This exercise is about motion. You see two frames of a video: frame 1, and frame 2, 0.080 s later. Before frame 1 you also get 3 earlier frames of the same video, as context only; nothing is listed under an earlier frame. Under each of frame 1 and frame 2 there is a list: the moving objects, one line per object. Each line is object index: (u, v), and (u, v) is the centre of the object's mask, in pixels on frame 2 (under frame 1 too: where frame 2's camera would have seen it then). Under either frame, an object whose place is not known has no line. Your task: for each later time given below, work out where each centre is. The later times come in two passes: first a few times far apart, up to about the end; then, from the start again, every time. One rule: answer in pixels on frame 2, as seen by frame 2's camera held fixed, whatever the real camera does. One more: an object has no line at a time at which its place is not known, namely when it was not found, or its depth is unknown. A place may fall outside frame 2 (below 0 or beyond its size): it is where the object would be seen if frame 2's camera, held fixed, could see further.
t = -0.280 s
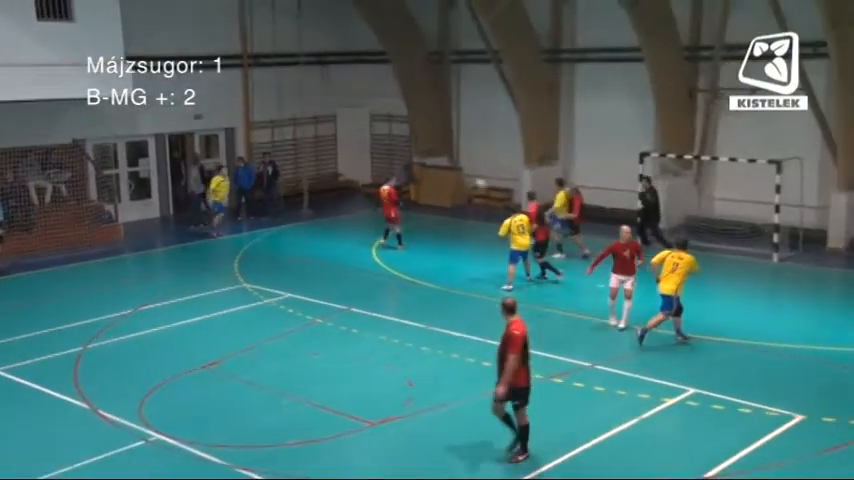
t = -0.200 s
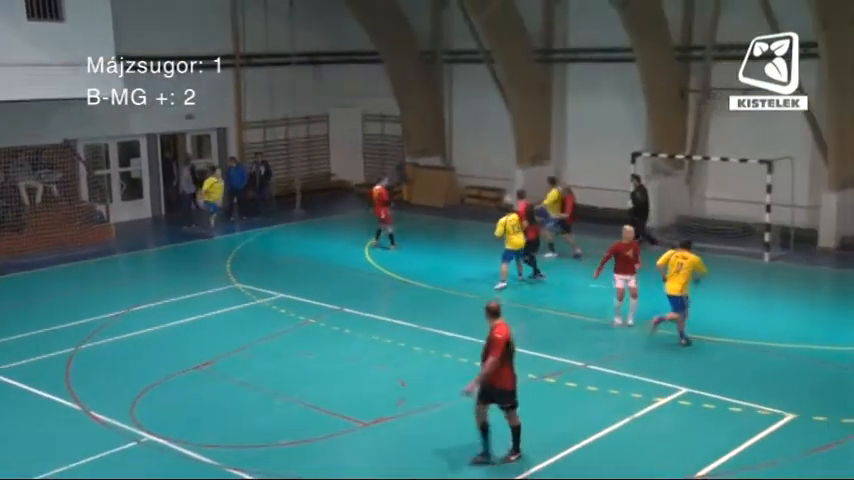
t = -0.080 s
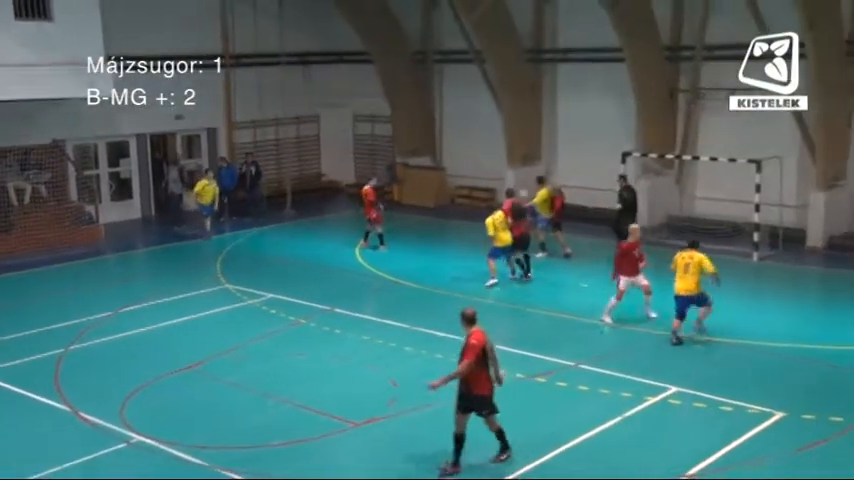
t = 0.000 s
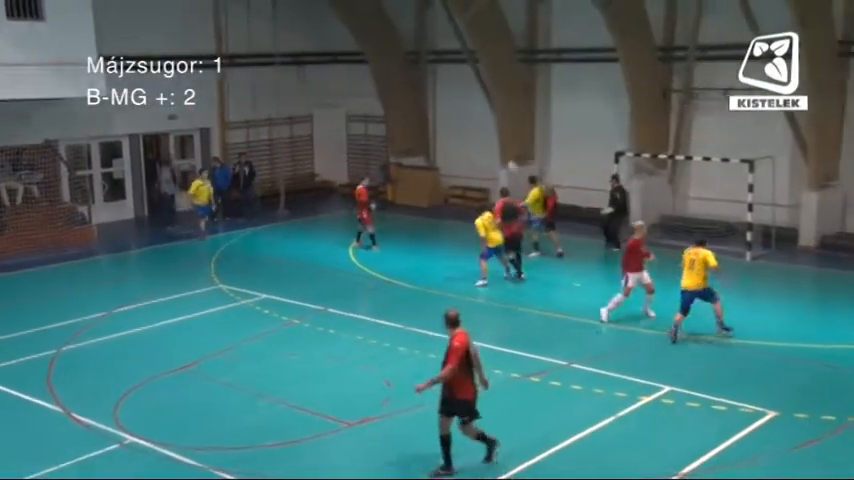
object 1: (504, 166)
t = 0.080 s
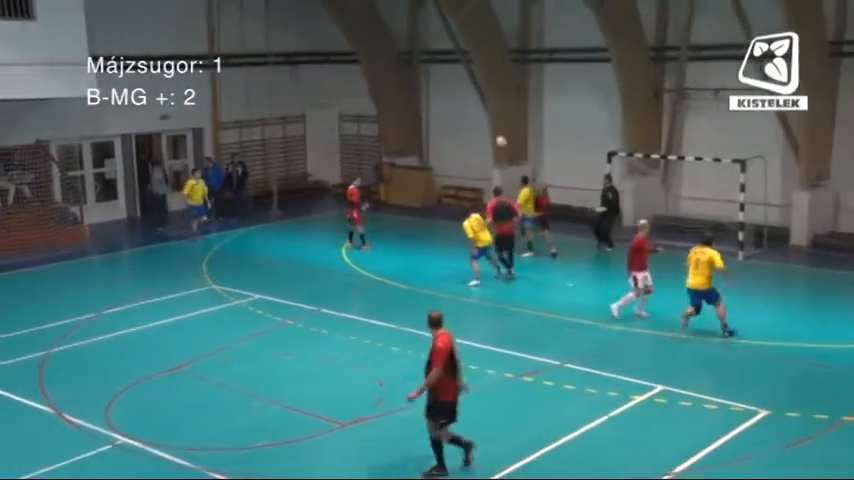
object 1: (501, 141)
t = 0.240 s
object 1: (492, 97)
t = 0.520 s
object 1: (477, 45)
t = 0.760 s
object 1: (465, 32)
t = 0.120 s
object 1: (498, 129)
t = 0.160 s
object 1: (496, 118)
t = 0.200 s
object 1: (494, 107)
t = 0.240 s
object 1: (492, 97)
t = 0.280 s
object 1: (490, 88)
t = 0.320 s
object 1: (488, 79)
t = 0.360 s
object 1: (485, 71)
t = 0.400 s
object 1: (483, 63)
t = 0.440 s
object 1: (481, 56)
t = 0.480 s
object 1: (479, 50)
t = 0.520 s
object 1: (477, 45)
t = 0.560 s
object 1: (475, 41)
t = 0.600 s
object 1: (473, 37)
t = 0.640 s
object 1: (471, 35)
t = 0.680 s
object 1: (469, 33)
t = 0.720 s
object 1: (467, 32)
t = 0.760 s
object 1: (465, 32)
